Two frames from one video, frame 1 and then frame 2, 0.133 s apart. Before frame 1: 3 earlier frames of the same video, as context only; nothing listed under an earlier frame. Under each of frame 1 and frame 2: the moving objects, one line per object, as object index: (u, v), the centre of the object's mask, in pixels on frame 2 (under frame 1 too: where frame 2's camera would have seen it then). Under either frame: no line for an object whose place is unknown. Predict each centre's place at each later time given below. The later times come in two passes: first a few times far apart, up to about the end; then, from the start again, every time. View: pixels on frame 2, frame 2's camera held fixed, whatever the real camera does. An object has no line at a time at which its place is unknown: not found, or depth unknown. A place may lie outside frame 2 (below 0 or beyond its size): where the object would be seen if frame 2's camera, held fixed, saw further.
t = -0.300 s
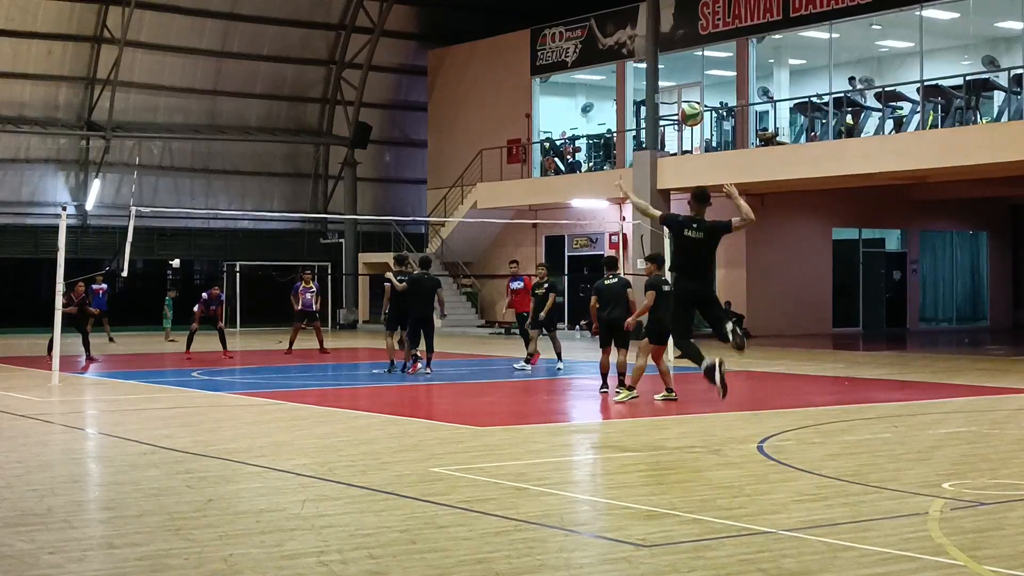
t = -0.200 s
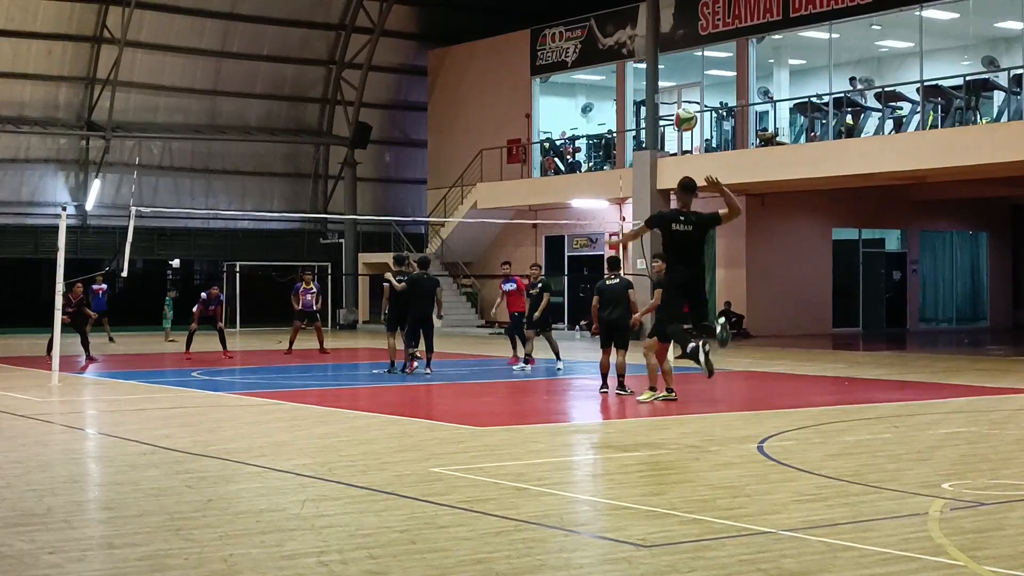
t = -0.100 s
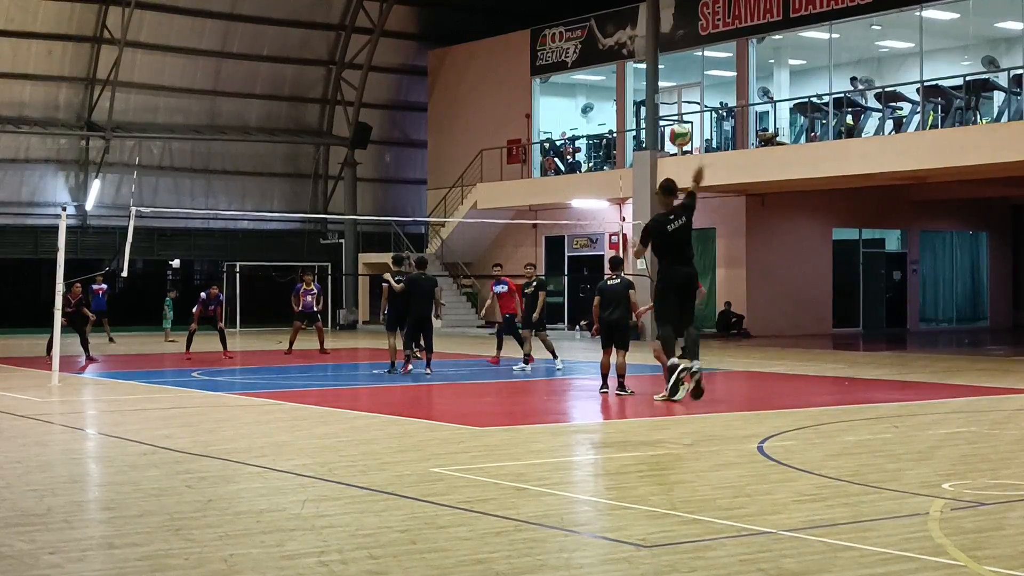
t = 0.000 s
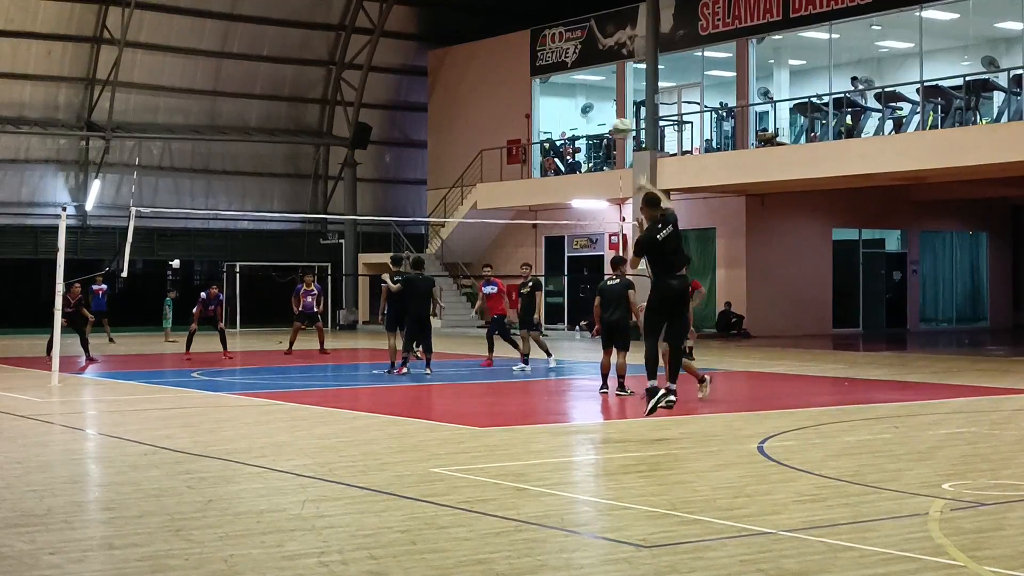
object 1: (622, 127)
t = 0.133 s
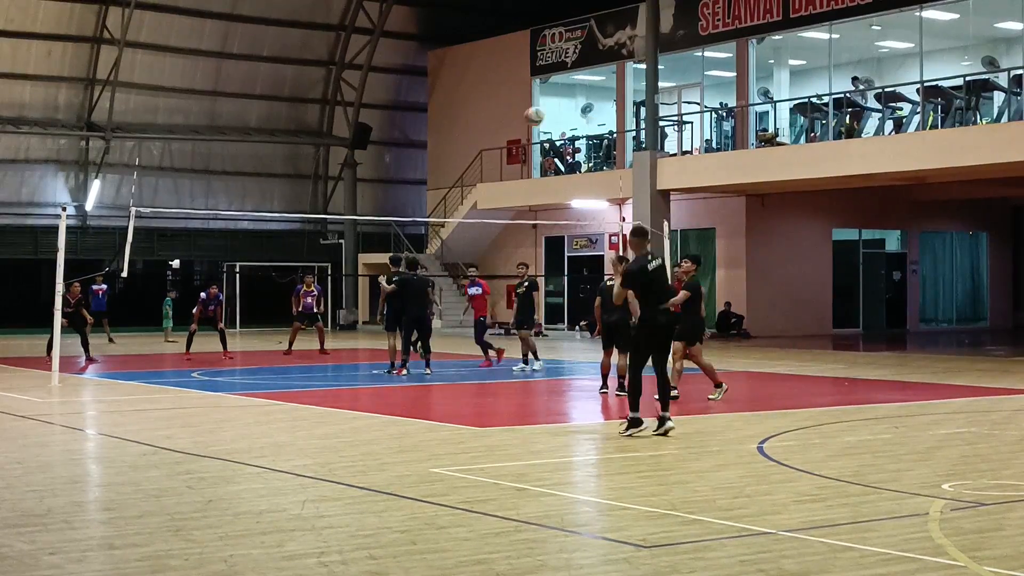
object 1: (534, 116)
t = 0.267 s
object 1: (470, 116)
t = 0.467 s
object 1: (397, 141)
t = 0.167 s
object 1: (517, 114)
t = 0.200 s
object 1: (501, 113)
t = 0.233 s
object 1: (485, 115)
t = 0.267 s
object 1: (470, 116)
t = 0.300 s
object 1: (456, 119)
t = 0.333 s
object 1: (443, 123)
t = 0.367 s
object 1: (430, 126)
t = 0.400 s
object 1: (418, 132)
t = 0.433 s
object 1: (407, 136)
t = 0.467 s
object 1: (397, 141)
